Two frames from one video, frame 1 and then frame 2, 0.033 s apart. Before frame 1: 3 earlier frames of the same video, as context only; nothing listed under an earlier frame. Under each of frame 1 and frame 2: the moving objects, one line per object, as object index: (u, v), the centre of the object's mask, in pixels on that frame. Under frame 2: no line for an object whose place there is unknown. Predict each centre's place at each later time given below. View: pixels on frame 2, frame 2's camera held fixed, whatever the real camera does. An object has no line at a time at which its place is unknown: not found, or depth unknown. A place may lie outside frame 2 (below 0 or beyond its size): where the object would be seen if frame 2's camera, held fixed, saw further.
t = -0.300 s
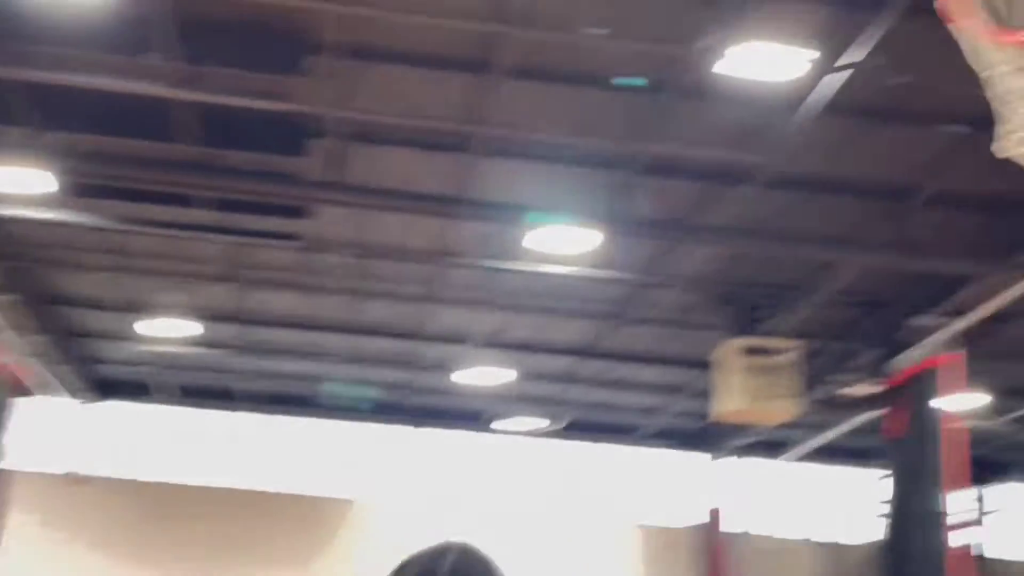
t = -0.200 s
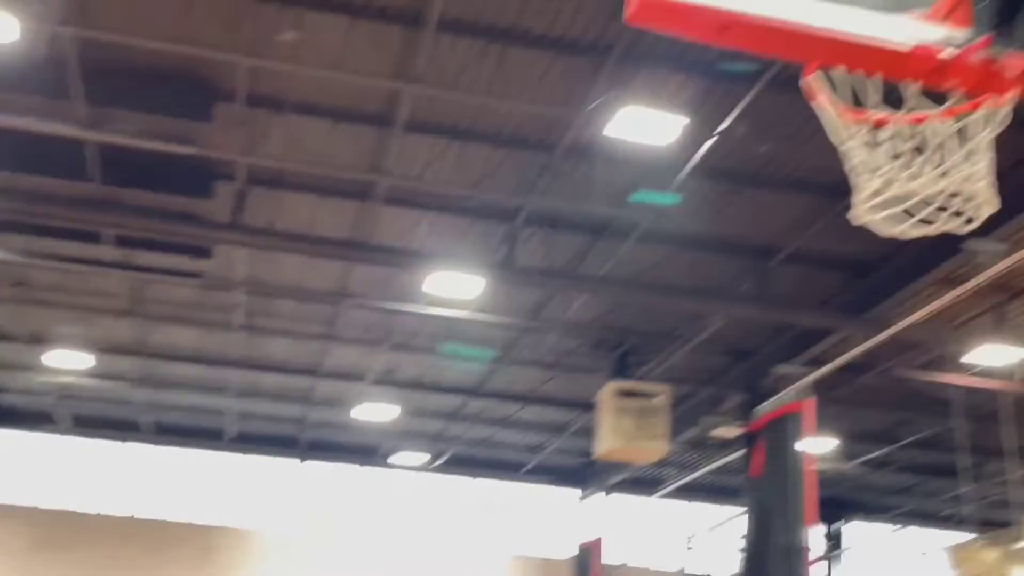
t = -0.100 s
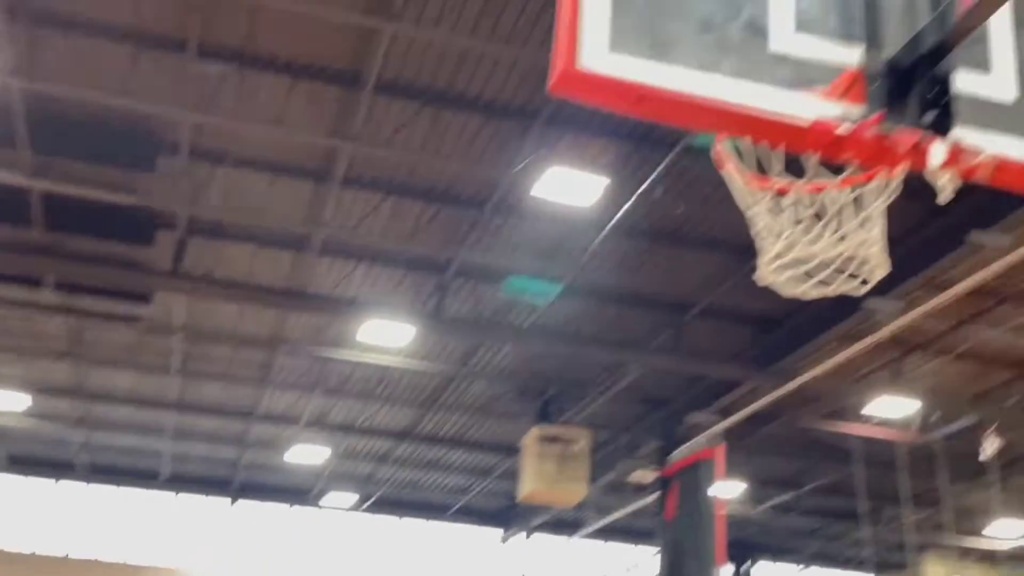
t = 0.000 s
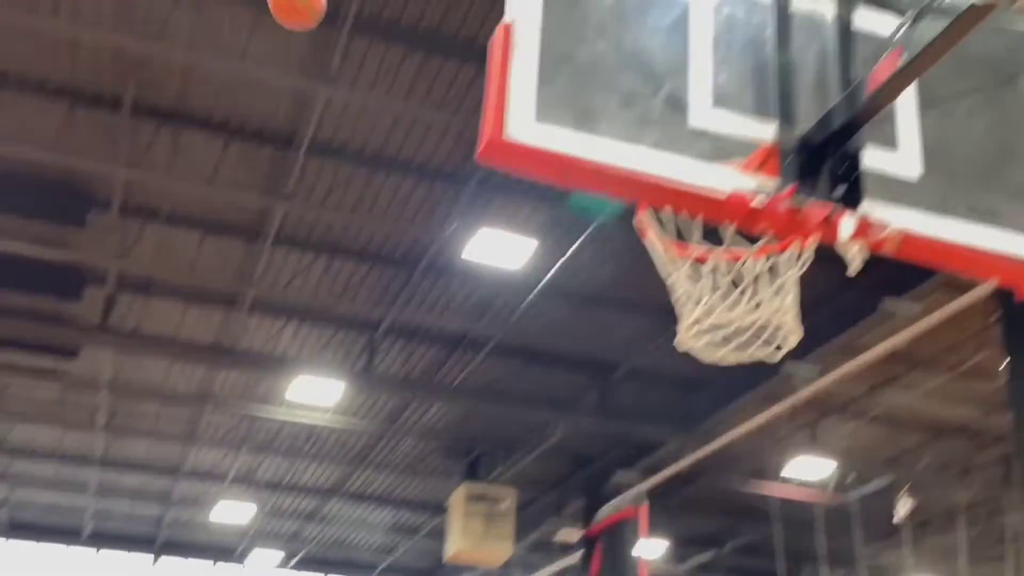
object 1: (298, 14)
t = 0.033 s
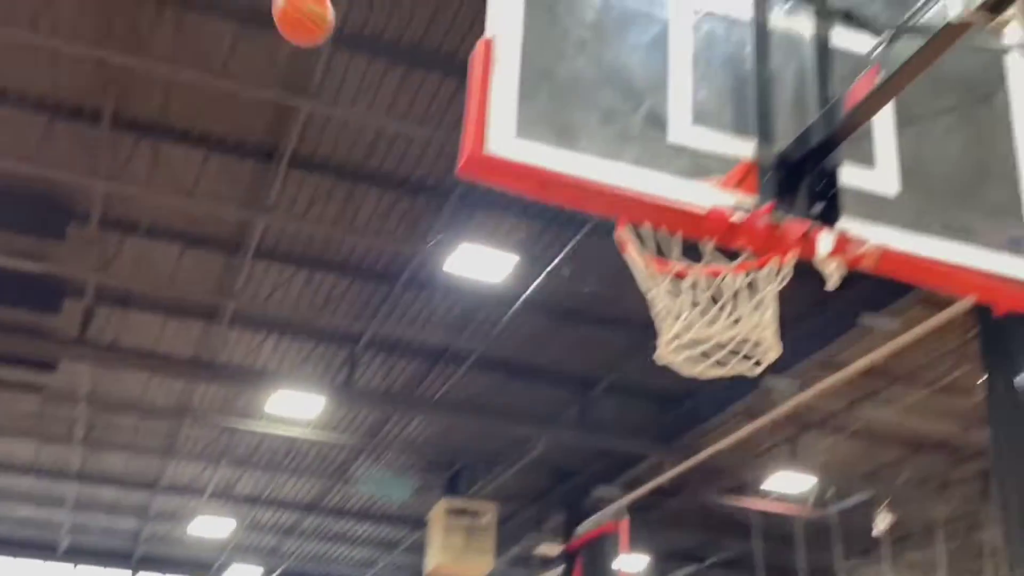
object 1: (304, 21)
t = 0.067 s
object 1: (333, 19)
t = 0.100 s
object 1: (381, 30)
